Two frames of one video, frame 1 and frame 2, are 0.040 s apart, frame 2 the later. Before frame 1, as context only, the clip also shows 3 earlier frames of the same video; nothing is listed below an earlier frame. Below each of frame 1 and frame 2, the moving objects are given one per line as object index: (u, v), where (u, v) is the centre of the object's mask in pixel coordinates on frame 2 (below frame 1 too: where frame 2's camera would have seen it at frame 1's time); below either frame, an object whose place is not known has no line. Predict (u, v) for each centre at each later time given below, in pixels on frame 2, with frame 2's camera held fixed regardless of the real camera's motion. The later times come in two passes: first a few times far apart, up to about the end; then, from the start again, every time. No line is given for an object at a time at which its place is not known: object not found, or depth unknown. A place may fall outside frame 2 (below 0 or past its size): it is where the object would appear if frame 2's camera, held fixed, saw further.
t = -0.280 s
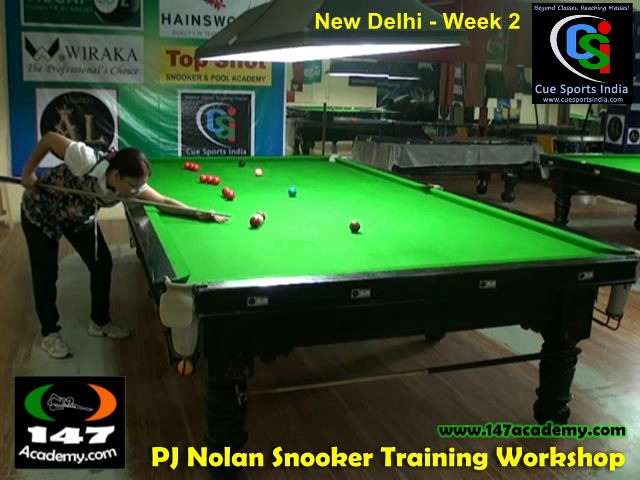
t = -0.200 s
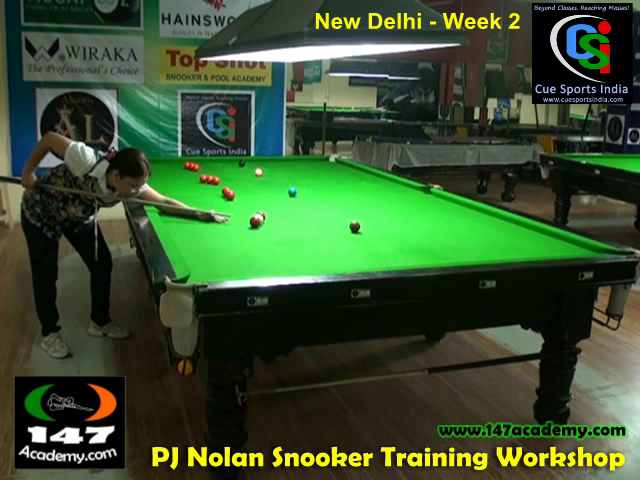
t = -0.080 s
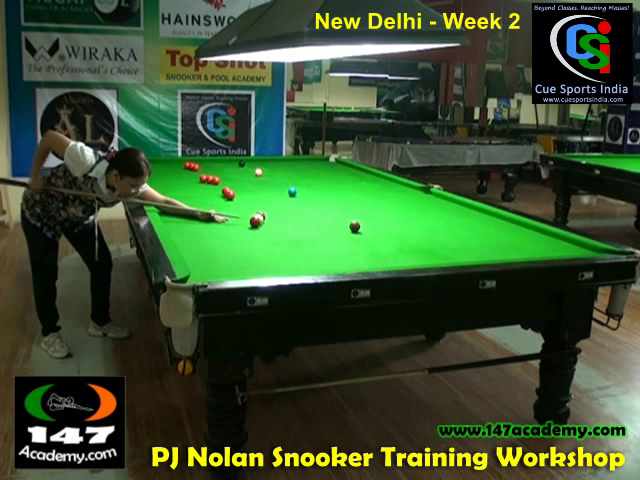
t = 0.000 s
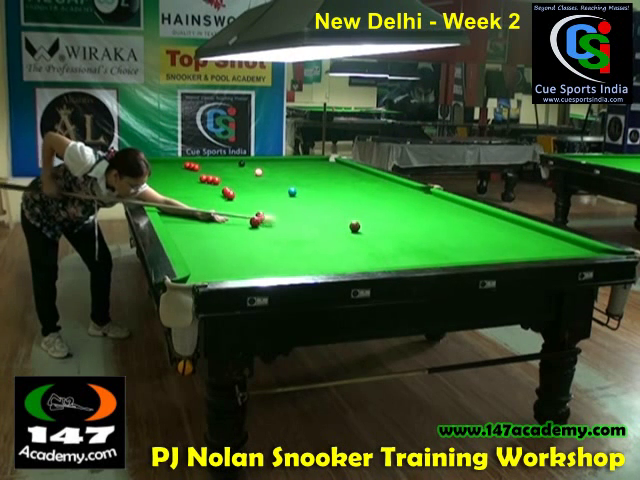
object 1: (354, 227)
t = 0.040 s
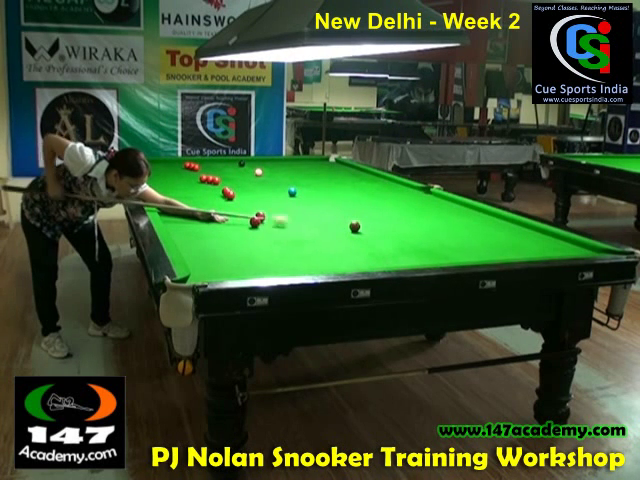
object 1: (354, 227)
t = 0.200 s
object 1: (354, 226)
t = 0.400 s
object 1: (381, 230)
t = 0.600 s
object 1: (413, 233)
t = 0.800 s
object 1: (444, 237)
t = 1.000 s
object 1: (475, 240)
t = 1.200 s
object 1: (506, 244)
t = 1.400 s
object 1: (536, 247)
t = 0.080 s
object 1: (354, 227)
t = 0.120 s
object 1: (354, 227)
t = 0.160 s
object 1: (354, 227)
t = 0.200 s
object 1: (354, 226)
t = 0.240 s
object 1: (354, 226)
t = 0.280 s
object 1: (357, 227)
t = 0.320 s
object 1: (365, 228)
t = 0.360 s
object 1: (373, 229)
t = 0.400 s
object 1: (381, 230)
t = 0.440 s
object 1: (388, 230)
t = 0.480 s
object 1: (394, 231)
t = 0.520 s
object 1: (400, 232)
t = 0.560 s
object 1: (407, 232)
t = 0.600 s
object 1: (413, 233)
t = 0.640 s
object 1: (419, 234)
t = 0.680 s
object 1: (425, 235)
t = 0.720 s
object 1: (431, 235)
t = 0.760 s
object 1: (437, 236)
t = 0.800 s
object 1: (444, 237)
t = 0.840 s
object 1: (450, 238)
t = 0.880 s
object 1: (456, 238)
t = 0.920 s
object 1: (463, 239)
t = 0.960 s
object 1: (468, 240)
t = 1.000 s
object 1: (475, 240)
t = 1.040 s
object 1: (481, 241)
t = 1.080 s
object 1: (487, 241)
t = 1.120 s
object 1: (493, 243)
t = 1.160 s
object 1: (499, 243)
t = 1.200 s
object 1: (506, 244)
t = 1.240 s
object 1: (511, 244)
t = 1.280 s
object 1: (518, 245)
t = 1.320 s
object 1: (524, 246)
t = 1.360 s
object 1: (530, 247)
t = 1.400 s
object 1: (536, 247)
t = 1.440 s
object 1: (542, 248)
